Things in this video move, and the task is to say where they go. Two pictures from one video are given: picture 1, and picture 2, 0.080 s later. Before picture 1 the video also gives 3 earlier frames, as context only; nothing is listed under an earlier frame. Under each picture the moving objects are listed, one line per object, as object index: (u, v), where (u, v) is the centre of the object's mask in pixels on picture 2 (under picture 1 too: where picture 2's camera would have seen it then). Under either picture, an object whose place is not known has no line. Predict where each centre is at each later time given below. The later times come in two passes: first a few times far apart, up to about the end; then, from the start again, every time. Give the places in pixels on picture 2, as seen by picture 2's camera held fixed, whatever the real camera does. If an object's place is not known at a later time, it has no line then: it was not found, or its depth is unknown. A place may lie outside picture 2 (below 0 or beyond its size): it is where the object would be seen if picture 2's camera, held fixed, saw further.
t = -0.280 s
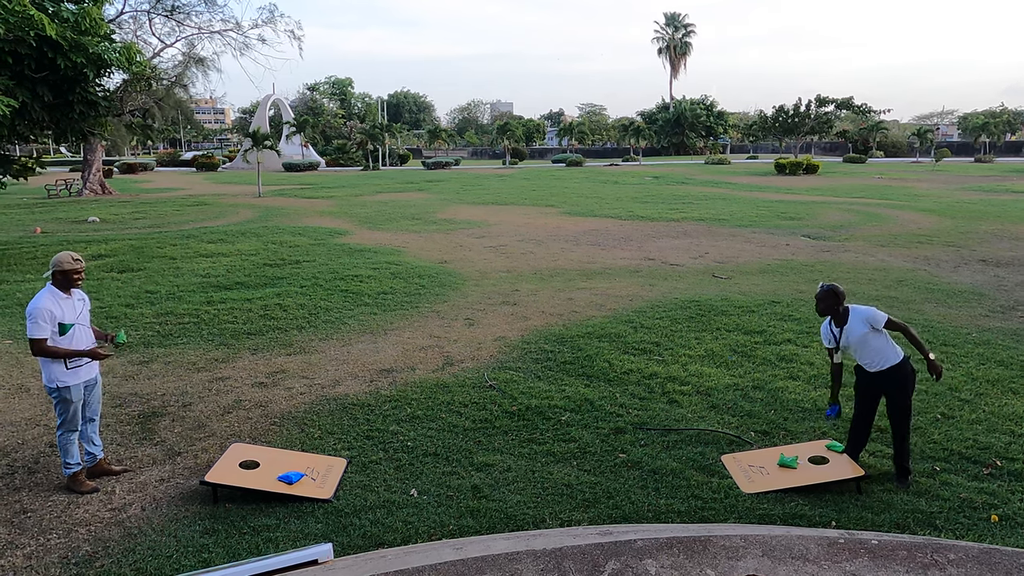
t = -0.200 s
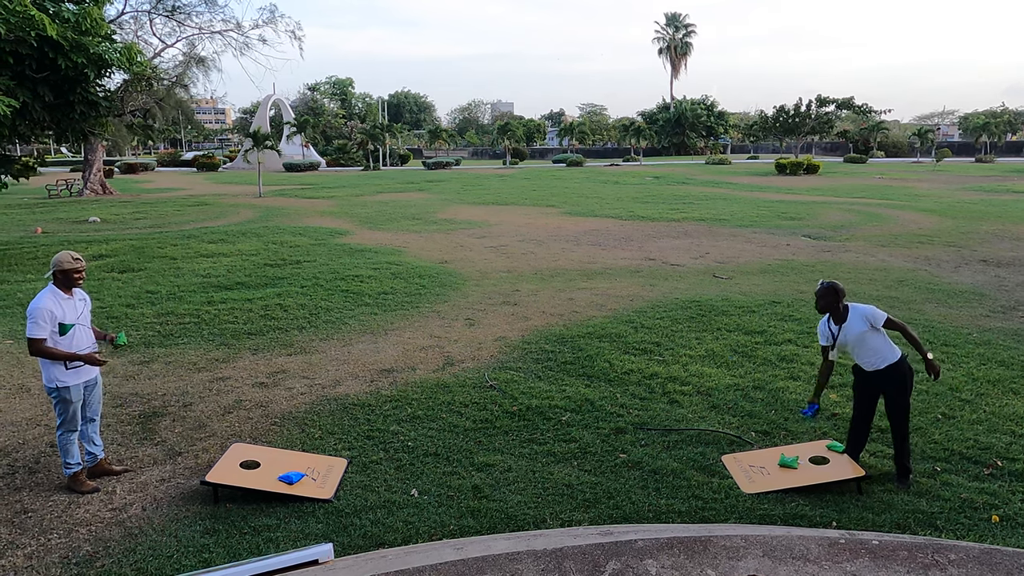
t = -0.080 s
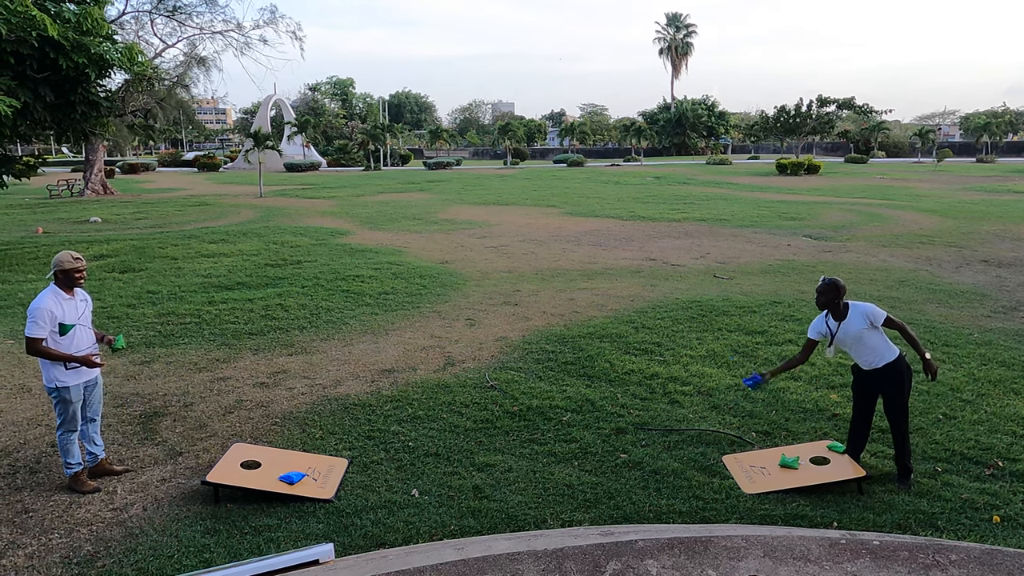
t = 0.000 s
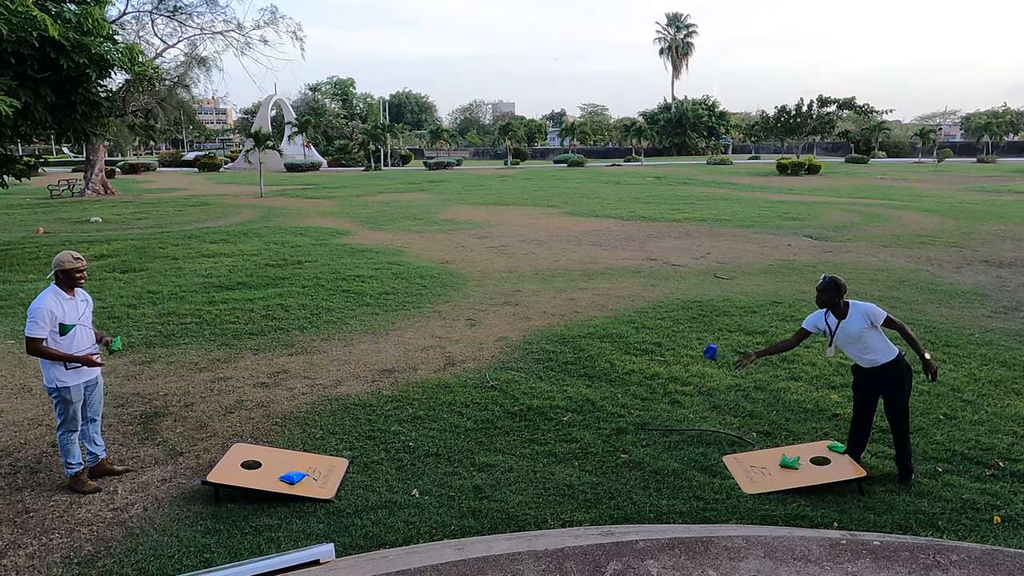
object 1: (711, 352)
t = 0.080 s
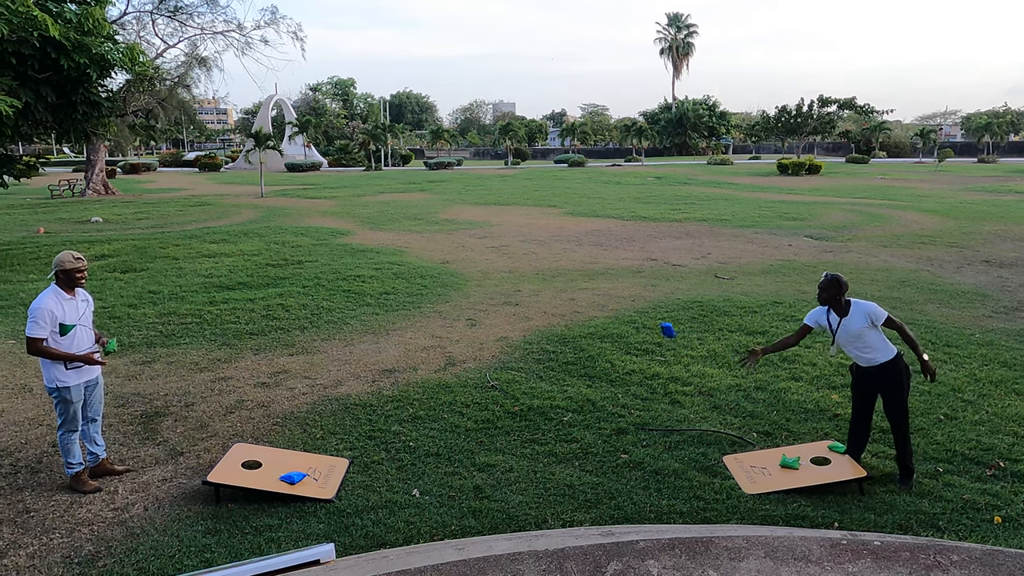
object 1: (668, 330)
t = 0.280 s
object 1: (557, 311)
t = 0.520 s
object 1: (424, 356)
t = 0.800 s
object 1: (295, 464)
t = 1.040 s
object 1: (270, 464)
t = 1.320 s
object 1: (271, 464)
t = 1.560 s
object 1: (270, 464)
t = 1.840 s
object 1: (270, 464)
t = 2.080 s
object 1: (270, 464)
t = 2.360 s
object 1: (270, 464)
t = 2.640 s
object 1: (270, 464)
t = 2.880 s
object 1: (270, 464)
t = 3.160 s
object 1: (271, 464)
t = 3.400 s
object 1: (271, 464)
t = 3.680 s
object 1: (271, 464)
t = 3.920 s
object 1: (271, 464)
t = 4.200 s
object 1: (270, 464)
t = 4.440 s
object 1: (270, 464)
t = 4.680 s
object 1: (271, 464)
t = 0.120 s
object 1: (646, 322)
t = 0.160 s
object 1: (624, 316)
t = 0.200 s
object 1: (601, 312)
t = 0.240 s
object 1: (579, 310)
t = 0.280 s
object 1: (557, 311)
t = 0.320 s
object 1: (534, 313)
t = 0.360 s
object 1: (511, 318)
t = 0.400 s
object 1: (490, 324)
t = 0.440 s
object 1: (468, 332)
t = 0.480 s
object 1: (445, 344)
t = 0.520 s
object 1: (424, 356)
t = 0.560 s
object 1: (403, 370)
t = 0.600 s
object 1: (382, 386)
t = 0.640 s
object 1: (361, 404)
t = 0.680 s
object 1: (341, 423)
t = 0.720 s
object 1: (322, 444)
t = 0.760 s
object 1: (302, 465)
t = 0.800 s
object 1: (295, 464)
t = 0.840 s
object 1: (288, 463)
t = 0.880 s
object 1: (282, 463)
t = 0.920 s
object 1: (277, 464)
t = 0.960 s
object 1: (274, 464)
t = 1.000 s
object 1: (271, 464)
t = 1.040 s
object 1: (270, 464)
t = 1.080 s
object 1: (270, 464)
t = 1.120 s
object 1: (270, 464)
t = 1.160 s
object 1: (270, 464)
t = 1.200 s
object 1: (270, 464)
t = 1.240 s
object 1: (270, 464)
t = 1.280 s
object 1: (270, 464)
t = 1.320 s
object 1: (271, 464)
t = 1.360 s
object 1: (270, 464)
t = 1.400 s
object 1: (270, 464)
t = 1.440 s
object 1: (270, 464)
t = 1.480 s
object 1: (270, 464)
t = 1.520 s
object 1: (271, 464)
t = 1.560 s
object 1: (270, 464)
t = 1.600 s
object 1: (270, 464)
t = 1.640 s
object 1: (270, 464)
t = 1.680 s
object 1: (270, 464)
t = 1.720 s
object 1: (270, 464)
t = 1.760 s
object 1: (270, 464)
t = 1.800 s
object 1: (270, 464)
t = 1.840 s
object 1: (270, 464)
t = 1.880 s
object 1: (270, 464)
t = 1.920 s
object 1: (270, 464)
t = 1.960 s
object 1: (270, 464)
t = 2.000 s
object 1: (270, 464)
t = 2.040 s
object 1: (270, 464)
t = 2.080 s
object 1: (270, 464)
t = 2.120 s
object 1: (270, 464)
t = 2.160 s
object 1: (270, 464)
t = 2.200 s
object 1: (270, 464)
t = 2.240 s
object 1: (270, 464)
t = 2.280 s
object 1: (270, 464)
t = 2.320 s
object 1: (270, 464)
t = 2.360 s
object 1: (270, 464)
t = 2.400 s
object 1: (270, 464)
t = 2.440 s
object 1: (270, 464)
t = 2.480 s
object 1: (270, 464)
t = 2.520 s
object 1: (270, 464)
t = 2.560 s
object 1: (270, 464)
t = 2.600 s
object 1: (271, 464)
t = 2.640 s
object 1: (270, 464)
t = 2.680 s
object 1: (271, 464)
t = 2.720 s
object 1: (271, 464)
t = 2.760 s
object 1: (271, 464)
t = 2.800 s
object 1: (271, 464)
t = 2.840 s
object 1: (271, 464)
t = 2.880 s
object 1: (270, 464)
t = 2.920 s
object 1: (270, 464)
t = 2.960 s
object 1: (270, 464)
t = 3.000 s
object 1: (271, 464)
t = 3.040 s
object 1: (271, 464)
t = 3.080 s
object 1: (271, 464)
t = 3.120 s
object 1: (271, 464)
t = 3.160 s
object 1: (271, 464)
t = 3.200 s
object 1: (271, 464)
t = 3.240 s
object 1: (271, 464)
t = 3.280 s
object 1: (271, 464)
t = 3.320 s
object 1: (271, 464)
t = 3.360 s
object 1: (270, 464)
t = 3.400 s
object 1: (271, 464)
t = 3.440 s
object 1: (271, 464)
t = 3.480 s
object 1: (271, 464)
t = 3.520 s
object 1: (271, 464)
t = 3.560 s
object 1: (271, 464)
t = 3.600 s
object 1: (271, 464)
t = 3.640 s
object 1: (271, 464)
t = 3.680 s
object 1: (271, 464)
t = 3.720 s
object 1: (271, 464)
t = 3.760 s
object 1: (271, 464)
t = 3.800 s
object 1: (271, 464)
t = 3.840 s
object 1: (271, 464)
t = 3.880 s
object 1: (271, 464)
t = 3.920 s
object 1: (271, 464)
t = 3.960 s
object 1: (270, 464)
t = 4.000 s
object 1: (270, 464)
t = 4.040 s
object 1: (270, 464)
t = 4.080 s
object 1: (270, 464)
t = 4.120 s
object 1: (270, 464)
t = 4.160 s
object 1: (270, 464)
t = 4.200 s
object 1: (270, 464)
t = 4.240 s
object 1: (270, 464)
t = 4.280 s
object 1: (270, 464)
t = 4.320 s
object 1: (270, 464)
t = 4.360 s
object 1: (270, 464)
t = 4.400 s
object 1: (270, 464)
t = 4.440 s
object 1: (270, 464)
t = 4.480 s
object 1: (270, 464)
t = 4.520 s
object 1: (270, 464)
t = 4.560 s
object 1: (270, 464)
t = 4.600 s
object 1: (270, 464)
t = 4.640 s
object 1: (270, 464)
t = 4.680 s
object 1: (271, 464)
